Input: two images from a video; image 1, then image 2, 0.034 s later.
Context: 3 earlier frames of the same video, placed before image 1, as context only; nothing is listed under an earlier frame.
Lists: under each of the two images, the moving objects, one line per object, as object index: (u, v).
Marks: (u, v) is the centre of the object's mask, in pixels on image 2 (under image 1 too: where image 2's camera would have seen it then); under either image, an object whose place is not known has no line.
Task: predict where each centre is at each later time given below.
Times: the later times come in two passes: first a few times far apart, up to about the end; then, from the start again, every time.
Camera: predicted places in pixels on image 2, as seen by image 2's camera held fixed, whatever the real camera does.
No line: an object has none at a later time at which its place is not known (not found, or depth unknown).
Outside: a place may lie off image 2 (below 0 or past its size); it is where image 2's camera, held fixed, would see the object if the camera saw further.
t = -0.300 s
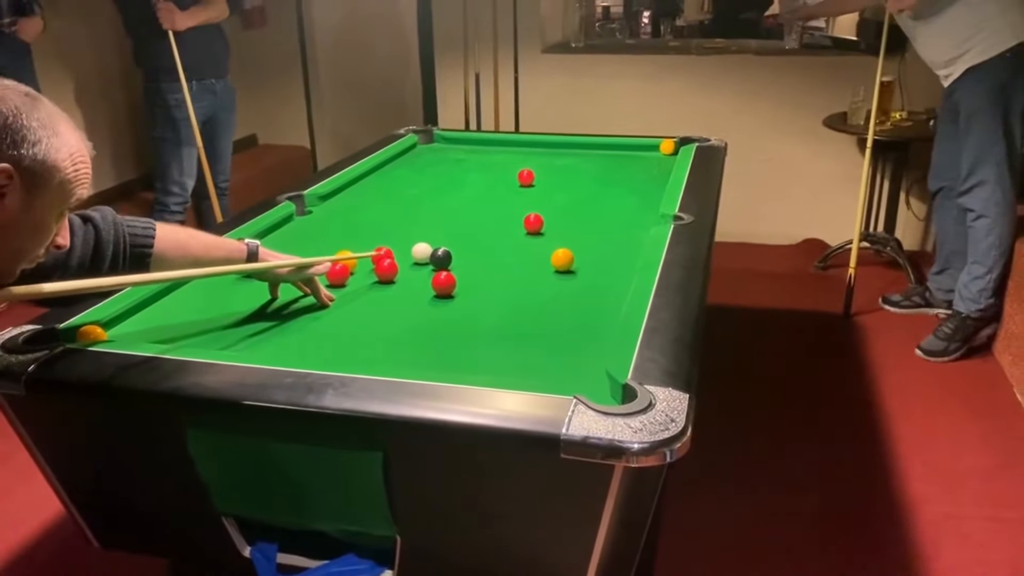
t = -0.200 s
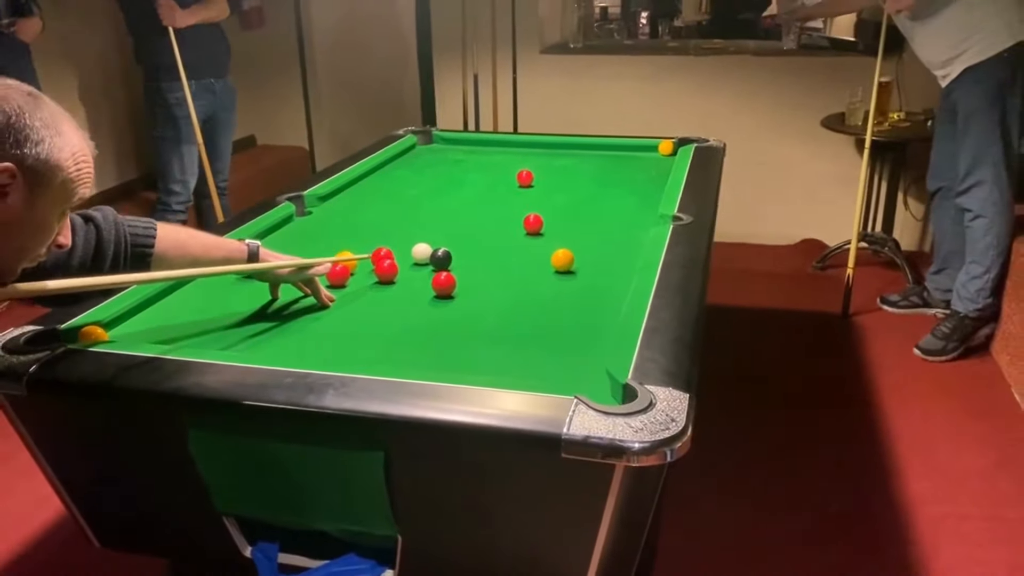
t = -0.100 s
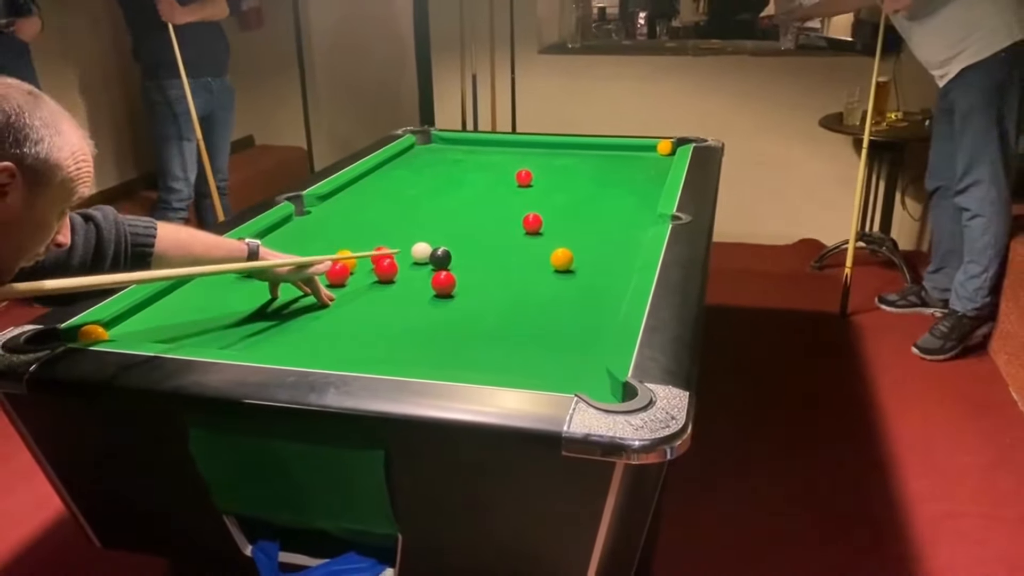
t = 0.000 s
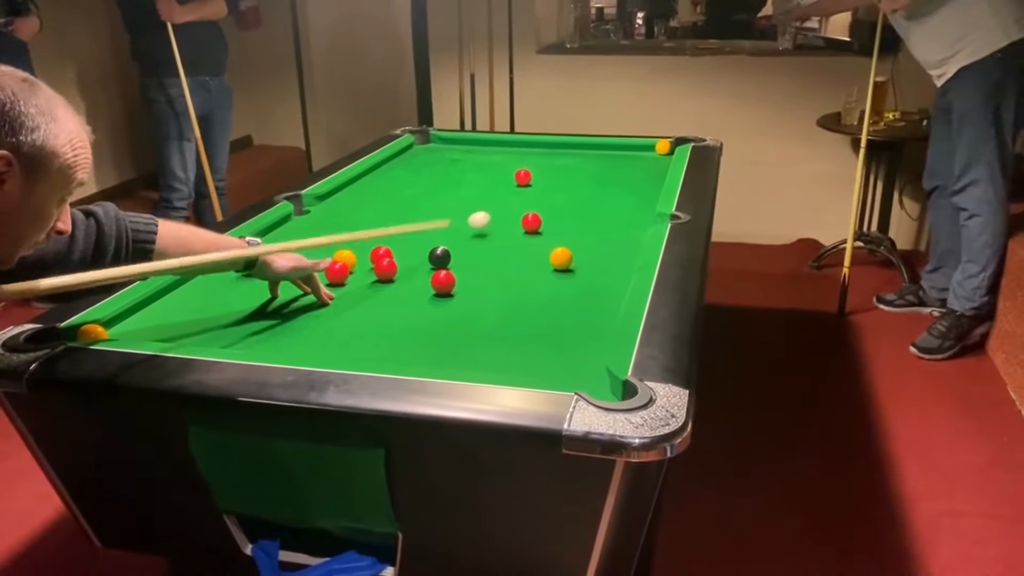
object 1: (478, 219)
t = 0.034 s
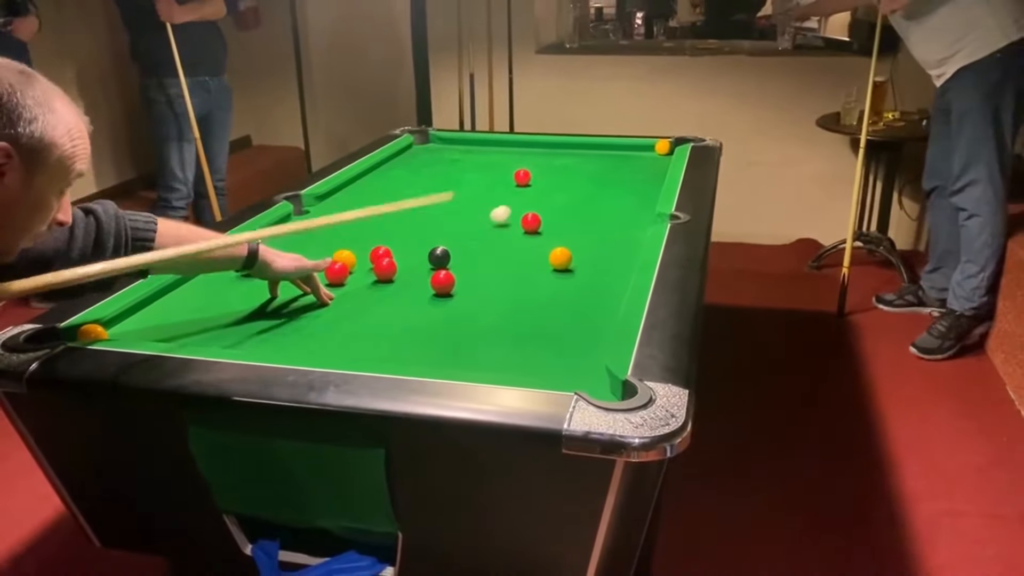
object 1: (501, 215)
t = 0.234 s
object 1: (604, 168)
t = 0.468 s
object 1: (614, 154)
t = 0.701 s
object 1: (564, 168)
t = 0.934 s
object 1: (541, 179)
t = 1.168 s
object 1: (545, 187)
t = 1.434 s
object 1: (550, 196)
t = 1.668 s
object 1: (554, 204)
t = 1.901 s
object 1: (559, 211)
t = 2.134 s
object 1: (563, 218)
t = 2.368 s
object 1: (567, 225)
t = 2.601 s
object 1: (570, 232)
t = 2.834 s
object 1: (573, 237)
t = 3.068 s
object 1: (576, 243)
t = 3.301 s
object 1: (578, 247)
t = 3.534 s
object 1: (579, 251)
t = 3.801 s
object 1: (580, 254)
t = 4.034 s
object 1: (581, 255)
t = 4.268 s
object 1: (581, 256)
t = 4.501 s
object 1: (582, 256)
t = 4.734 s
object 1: (581, 256)
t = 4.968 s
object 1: (581, 256)
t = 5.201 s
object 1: (581, 256)
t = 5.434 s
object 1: (581, 256)
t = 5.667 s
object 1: (581, 256)
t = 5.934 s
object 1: (581, 256)
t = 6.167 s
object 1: (581, 257)
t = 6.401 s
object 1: (581, 256)
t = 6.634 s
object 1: (581, 256)
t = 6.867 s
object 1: (581, 257)
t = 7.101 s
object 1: (581, 256)
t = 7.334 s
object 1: (581, 257)
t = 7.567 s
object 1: (581, 257)
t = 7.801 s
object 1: (581, 256)
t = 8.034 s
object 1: (581, 256)
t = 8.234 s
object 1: (579, 256)
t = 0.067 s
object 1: (521, 204)
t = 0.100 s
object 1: (540, 197)
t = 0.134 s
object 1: (557, 188)
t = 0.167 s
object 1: (574, 182)
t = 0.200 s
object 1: (590, 175)
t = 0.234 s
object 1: (604, 168)
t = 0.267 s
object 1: (618, 162)
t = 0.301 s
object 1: (632, 156)
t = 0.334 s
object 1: (644, 151)
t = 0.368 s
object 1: (644, 146)
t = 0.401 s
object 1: (633, 149)
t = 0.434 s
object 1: (624, 152)
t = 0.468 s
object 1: (614, 154)
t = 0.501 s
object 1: (605, 156)
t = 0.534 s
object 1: (598, 159)
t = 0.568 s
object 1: (590, 160)
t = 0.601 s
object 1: (583, 162)
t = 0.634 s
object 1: (577, 164)
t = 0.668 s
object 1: (571, 166)
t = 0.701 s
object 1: (564, 168)
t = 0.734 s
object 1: (558, 170)
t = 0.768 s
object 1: (551, 172)
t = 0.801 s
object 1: (545, 174)
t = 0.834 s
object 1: (538, 175)
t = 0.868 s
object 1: (539, 177)
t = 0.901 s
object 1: (540, 178)
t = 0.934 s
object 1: (541, 179)
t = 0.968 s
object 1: (541, 180)
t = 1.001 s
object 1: (542, 181)
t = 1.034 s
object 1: (543, 182)
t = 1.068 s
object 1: (543, 183)
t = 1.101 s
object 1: (544, 185)
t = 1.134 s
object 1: (544, 186)
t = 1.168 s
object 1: (545, 187)
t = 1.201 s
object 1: (545, 188)
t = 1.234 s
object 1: (546, 189)
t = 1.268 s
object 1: (547, 190)
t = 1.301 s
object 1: (547, 192)
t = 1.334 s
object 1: (548, 193)
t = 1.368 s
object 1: (549, 194)
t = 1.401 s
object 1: (549, 195)
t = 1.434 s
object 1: (550, 196)
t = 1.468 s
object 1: (551, 197)
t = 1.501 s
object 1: (551, 198)
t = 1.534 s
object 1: (552, 199)
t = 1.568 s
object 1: (552, 200)
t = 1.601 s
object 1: (553, 201)
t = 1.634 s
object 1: (554, 203)
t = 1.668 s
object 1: (554, 204)
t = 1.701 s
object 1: (555, 205)
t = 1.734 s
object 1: (556, 206)
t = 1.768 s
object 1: (556, 207)
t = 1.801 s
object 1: (557, 208)
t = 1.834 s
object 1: (558, 209)
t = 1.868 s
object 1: (559, 210)
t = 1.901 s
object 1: (559, 211)
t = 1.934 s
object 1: (560, 212)
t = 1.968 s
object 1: (560, 213)
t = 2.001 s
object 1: (561, 214)
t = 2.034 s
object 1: (561, 215)
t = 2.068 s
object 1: (562, 216)
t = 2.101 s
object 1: (563, 218)
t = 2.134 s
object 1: (563, 218)
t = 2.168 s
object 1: (564, 220)
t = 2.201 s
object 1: (564, 220)
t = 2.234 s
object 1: (565, 221)
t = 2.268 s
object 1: (566, 222)
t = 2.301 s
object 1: (566, 223)
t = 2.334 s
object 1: (566, 224)
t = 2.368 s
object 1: (567, 225)
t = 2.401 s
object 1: (567, 226)
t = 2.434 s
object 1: (568, 227)
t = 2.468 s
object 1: (568, 228)
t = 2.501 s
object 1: (569, 229)
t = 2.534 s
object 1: (569, 230)
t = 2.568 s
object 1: (569, 231)
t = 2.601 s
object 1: (570, 232)
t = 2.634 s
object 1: (570, 232)
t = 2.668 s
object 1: (571, 233)
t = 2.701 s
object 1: (571, 234)
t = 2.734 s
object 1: (572, 235)
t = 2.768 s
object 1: (572, 236)
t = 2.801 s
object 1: (573, 237)
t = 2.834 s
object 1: (573, 237)
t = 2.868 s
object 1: (573, 238)
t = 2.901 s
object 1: (574, 239)
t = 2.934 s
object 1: (574, 240)
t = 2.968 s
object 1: (574, 240)
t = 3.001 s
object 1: (575, 241)
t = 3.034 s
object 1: (575, 242)
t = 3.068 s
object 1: (576, 243)
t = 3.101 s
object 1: (576, 243)
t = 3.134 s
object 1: (576, 244)
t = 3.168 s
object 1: (577, 245)
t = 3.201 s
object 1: (577, 245)
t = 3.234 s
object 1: (577, 246)
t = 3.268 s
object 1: (578, 247)
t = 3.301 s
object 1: (578, 247)
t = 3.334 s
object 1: (578, 248)
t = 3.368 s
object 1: (578, 248)
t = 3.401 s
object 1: (578, 249)
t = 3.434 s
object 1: (578, 249)
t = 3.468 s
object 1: (579, 250)
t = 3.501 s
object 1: (579, 250)
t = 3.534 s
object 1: (579, 251)
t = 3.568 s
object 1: (579, 251)
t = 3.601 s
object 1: (580, 252)
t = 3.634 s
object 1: (580, 252)
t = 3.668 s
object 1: (580, 253)
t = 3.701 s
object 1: (580, 253)
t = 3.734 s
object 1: (580, 253)
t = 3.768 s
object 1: (580, 253)
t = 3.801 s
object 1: (580, 254)
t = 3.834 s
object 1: (580, 254)
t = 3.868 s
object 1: (580, 254)
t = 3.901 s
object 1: (581, 255)
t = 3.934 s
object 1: (581, 255)
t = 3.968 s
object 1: (581, 255)
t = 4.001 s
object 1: (581, 255)
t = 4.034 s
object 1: (581, 255)
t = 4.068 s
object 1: (581, 256)
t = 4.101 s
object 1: (581, 256)
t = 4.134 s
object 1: (581, 256)
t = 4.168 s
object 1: (582, 256)
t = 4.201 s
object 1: (582, 256)
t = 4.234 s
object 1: (582, 256)
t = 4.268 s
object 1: (581, 256)
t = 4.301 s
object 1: (581, 256)
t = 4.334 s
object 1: (582, 256)
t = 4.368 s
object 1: (581, 256)
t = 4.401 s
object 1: (581, 256)
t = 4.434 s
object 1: (581, 256)
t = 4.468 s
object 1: (581, 256)
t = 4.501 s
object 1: (582, 256)
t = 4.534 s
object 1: (582, 256)
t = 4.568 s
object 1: (581, 256)
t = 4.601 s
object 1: (581, 256)
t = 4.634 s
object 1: (581, 256)
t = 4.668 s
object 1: (581, 256)
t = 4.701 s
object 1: (581, 256)
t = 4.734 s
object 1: (581, 256)
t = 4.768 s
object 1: (581, 256)
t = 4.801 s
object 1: (581, 256)
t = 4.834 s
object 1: (581, 256)
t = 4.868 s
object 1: (581, 256)
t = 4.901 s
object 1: (581, 256)
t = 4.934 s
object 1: (581, 256)
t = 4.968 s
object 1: (581, 256)
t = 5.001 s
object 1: (581, 256)
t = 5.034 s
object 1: (581, 256)
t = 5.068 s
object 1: (581, 256)
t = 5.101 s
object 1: (581, 256)
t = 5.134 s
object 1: (581, 256)
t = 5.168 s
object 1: (581, 256)
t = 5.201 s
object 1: (581, 256)
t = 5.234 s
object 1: (581, 256)
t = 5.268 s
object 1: (581, 256)
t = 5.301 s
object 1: (581, 256)
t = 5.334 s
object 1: (581, 256)
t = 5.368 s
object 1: (581, 256)
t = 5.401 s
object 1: (581, 256)
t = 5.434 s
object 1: (581, 256)
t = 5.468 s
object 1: (581, 256)
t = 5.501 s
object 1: (582, 256)
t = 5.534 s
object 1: (582, 256)
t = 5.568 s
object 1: (582, 256)
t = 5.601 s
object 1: (581, 256)
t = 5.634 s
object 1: (582, 256)
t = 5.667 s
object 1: (581, 256)
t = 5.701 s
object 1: (581, 257)
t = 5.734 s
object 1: (581, 256)
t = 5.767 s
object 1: (581, 256)
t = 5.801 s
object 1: (581, 256)
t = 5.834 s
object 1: (581, 256)
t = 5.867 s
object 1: (581, 256)
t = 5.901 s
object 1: (581, 256)
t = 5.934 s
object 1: (581, 256)
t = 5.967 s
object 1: (581, 256)
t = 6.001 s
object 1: (581, 256)
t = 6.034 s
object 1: (581, 256)
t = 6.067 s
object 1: (581, 256)
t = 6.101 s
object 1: (581, 257)
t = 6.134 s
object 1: (581, 257)
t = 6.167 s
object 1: (581, 257)
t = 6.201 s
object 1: (581, 256)
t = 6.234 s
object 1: (581, 256)
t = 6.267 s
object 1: (581, 256)
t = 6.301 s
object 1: (581, 256)
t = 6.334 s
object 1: (581, 257)
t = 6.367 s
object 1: (581, 257)
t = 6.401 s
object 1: (581, 256)
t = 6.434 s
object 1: (581, 256)
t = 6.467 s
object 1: (581, 256)
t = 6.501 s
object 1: (581, 256)
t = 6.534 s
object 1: (580, 256)
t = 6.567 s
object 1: (581, 256)
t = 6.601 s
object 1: (581, 256)
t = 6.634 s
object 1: (581, 256)
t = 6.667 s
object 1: (581, 256)
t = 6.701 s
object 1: (581, 256)
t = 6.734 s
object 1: (581, 257)
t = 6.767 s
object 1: (581, 256)
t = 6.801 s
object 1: (581, 256)
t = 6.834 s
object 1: (581, 256)
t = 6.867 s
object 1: (581, 257)
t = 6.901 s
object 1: (581, 256)
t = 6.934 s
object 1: (581, 256)
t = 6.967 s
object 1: (581, 256)
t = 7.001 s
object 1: (581, 256)
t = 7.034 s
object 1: (581, 256)
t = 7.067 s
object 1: (581, 256)
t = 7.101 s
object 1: (581, 256)
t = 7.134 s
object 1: (581, 256)
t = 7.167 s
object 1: (581, 256)
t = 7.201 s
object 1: (581, 257)
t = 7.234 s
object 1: (581, 257)
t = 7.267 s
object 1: (581, 256)
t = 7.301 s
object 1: (581, 257)
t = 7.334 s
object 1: (581, 257)
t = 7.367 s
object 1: (581, 256)
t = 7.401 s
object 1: (581, 256)
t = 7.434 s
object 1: (581, 256)
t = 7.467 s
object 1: (581, 256)
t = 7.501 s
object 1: (581, 256)
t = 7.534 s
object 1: (581, 256)
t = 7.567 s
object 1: (581, 257)
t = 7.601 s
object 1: (581, 256)
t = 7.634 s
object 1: (581, 257)
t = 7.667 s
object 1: (581, 256)
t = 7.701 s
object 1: (581, 256)
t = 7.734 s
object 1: (581, 256)
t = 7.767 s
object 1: (581, 256)
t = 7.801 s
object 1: (581, 256)
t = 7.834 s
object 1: (581, 256)
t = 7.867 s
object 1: (581, 256)
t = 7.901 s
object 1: (581, 256)
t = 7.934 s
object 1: (581, 256)
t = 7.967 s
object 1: (581, 256)
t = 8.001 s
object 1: (581, 256)
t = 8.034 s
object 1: (581, 256)
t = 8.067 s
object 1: (581, 256)
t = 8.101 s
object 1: (581, 256)
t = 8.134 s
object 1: (581, 256)
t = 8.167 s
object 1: (581, 256)
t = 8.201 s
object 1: (581, 256)
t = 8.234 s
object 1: (579, 256)
